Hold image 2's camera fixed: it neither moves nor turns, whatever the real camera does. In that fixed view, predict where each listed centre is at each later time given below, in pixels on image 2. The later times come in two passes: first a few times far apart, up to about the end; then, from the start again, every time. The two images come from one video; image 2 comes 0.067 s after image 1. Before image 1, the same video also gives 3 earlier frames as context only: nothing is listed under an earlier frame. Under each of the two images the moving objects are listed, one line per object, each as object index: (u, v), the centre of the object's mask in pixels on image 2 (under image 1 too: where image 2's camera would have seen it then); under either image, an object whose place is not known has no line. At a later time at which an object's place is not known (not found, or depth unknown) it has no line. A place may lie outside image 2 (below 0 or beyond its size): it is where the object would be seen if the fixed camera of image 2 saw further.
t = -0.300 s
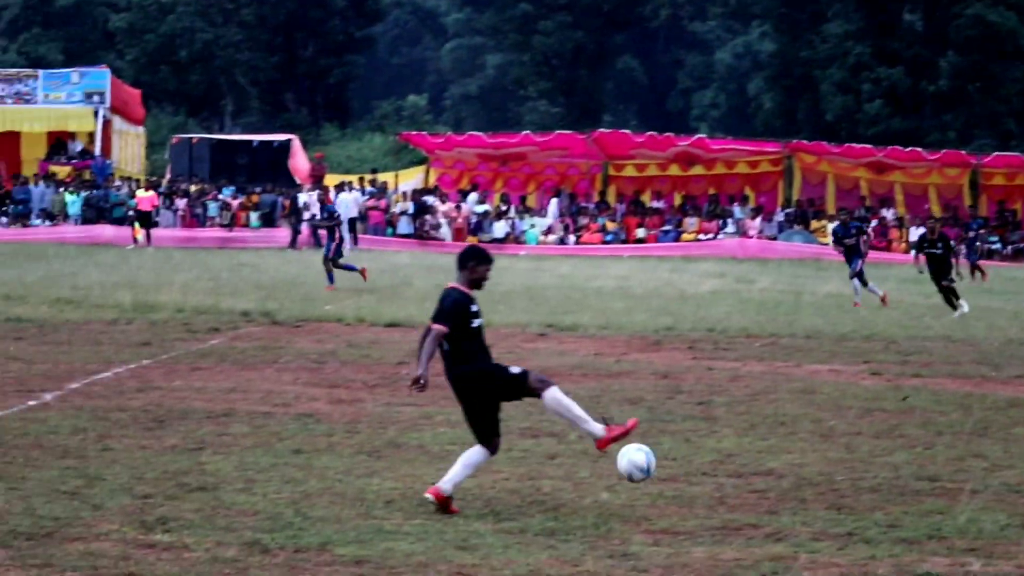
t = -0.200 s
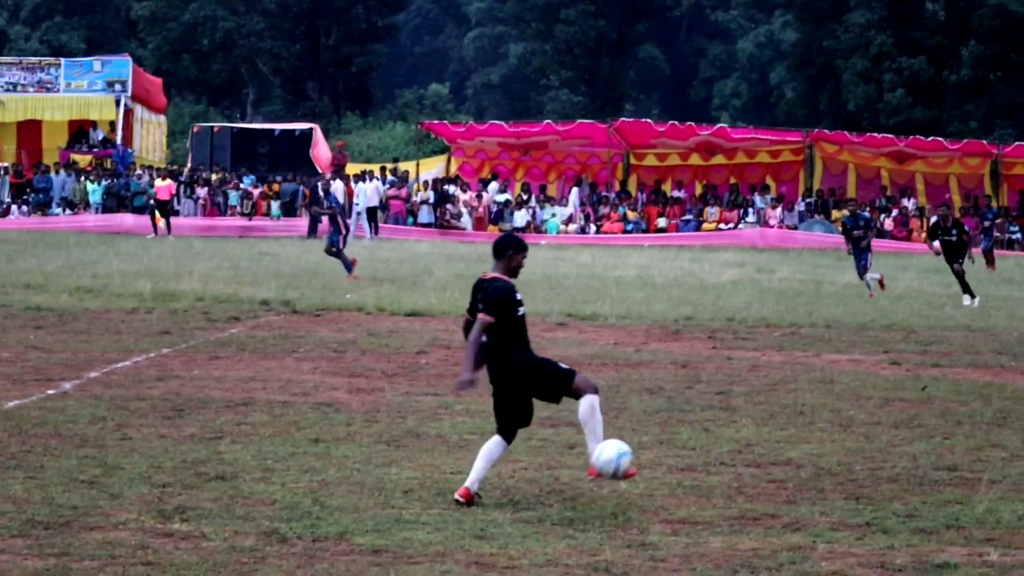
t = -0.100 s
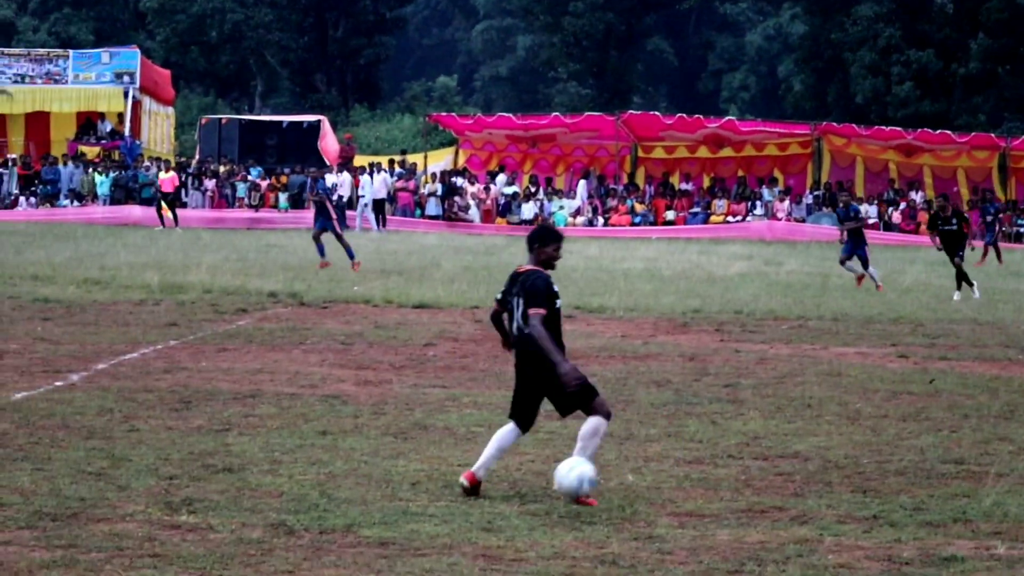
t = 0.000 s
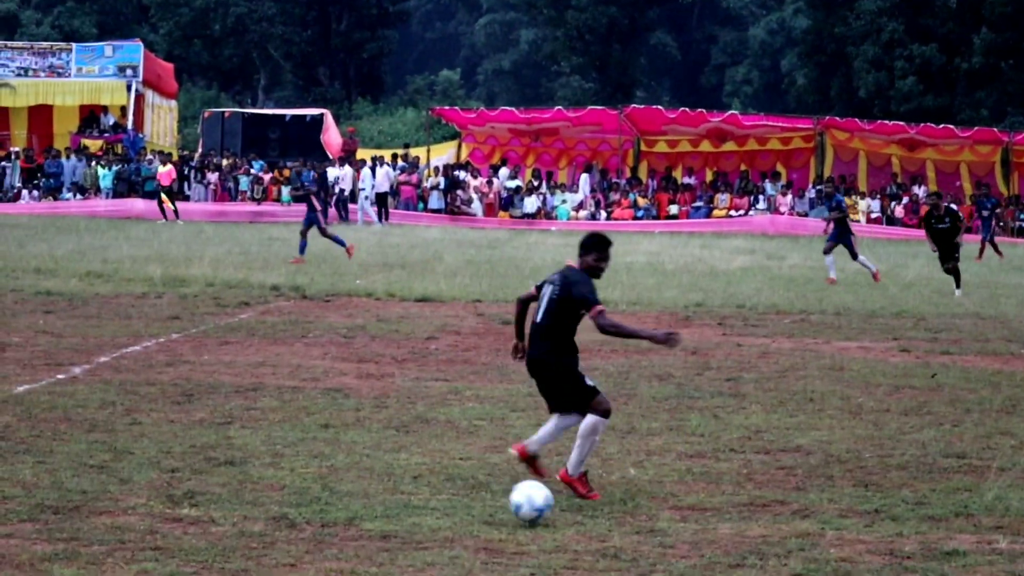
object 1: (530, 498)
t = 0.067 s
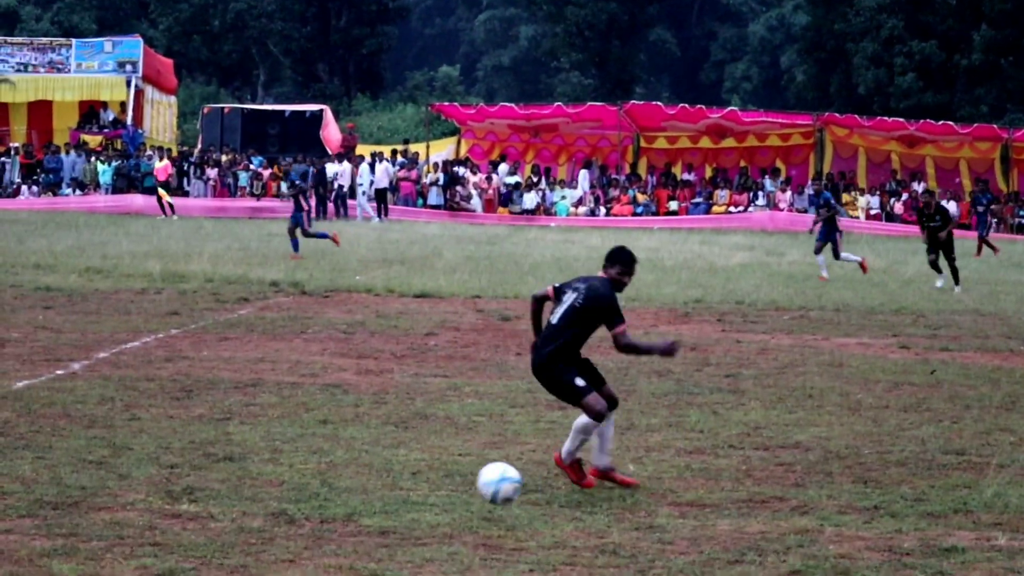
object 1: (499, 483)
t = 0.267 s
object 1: (401, 496)
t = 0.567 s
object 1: (234, 520)
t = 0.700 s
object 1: (154, 546)
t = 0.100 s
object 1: (483, 481)
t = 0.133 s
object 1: (467, 479)
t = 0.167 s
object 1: (452, 479)
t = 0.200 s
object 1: (434, 482)
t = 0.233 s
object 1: (417, 487)
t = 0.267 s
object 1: (401, 496)
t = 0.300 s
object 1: (382, 506)
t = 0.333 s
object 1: (365, 516)
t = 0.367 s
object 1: (346, 533)
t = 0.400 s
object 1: (328, 537)
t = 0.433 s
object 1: (310, 529)
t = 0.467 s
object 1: (291, 522)
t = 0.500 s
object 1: (272, 518)
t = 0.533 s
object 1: (253, 517)
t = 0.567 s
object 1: (234, 520)
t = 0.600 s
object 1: (214, 522)
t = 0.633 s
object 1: (194, 527)
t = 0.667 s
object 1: (174, 535)
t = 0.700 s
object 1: (154, 546)
